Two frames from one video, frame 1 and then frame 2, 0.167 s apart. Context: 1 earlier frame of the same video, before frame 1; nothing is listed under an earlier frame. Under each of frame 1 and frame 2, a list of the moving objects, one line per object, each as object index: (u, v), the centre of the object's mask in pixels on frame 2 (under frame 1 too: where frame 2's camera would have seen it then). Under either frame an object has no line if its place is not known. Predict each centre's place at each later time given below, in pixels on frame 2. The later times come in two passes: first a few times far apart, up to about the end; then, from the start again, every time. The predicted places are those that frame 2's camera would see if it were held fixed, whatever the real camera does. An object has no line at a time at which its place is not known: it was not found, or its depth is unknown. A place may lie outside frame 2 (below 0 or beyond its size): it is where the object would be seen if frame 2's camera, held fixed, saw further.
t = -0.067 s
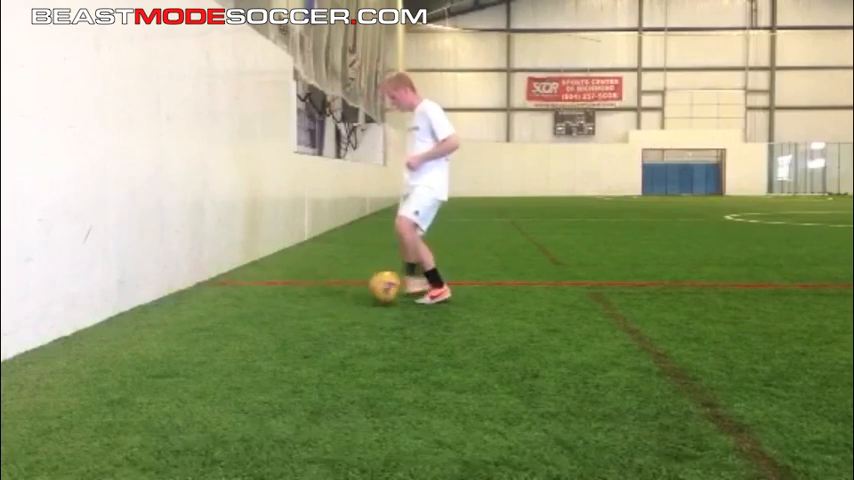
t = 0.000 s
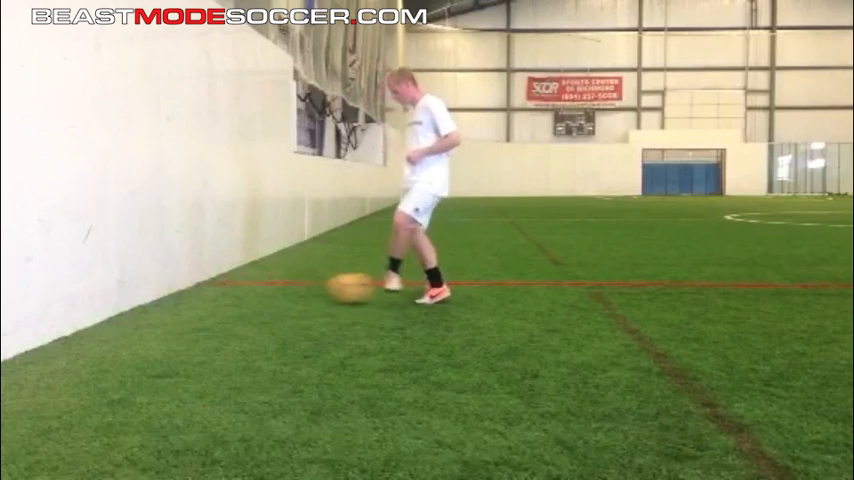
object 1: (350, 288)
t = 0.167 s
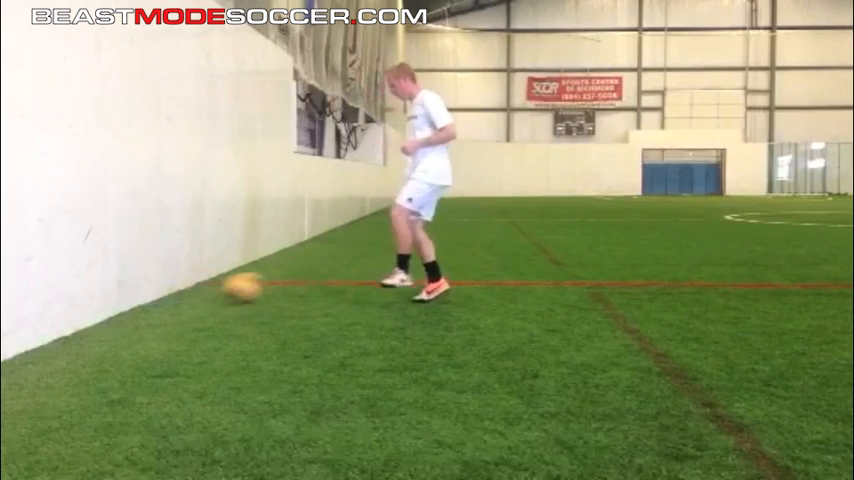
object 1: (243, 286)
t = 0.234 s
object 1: (209, 285)
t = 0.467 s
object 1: (224, 278)
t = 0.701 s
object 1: (287, 281)
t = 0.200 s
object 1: (226, 288)
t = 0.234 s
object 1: (209, 285)
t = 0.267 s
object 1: (193, 284)
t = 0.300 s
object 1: (174, 285)
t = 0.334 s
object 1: (170, 285)
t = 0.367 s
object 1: (180, 280)
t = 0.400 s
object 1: (194, 278)
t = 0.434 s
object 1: (209, 278)
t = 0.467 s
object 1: (224, 278)
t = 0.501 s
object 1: (236, 282)
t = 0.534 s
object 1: (250, 285)
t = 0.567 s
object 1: (259, 284)
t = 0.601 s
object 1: (266, 281)
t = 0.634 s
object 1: (273, 280)
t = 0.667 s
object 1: (280, 280)
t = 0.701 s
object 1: (287, 281)
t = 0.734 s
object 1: (295, 284)
